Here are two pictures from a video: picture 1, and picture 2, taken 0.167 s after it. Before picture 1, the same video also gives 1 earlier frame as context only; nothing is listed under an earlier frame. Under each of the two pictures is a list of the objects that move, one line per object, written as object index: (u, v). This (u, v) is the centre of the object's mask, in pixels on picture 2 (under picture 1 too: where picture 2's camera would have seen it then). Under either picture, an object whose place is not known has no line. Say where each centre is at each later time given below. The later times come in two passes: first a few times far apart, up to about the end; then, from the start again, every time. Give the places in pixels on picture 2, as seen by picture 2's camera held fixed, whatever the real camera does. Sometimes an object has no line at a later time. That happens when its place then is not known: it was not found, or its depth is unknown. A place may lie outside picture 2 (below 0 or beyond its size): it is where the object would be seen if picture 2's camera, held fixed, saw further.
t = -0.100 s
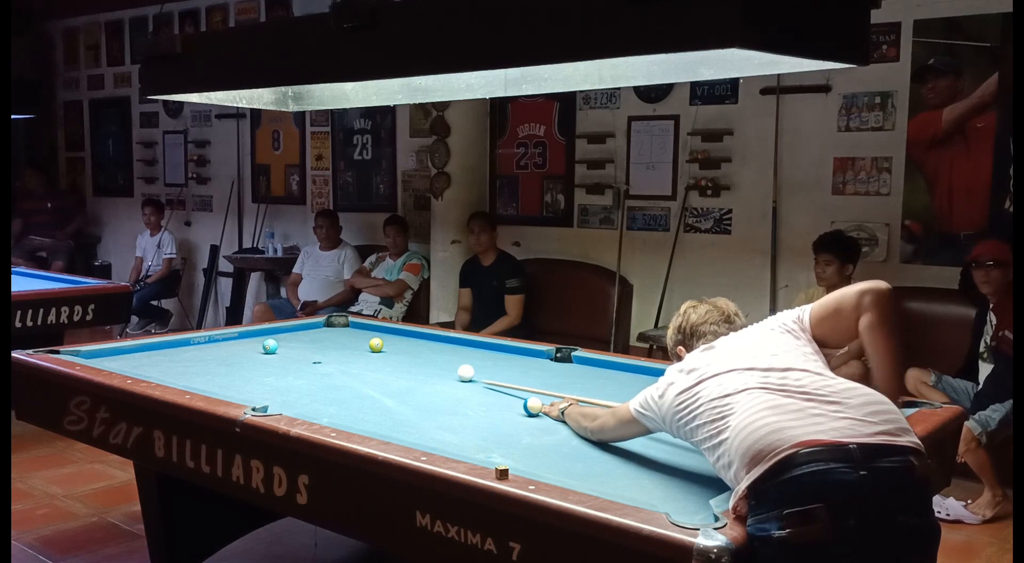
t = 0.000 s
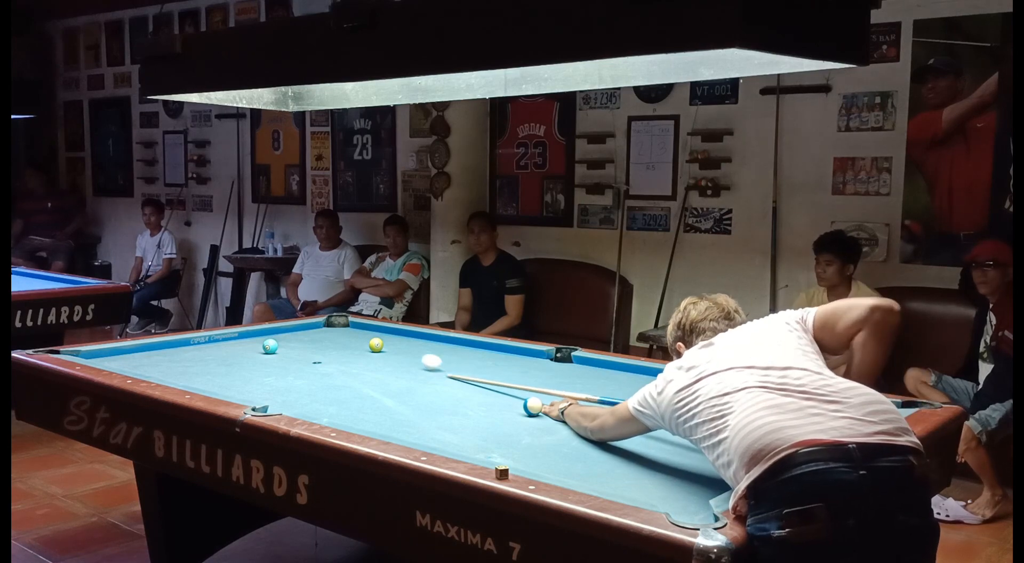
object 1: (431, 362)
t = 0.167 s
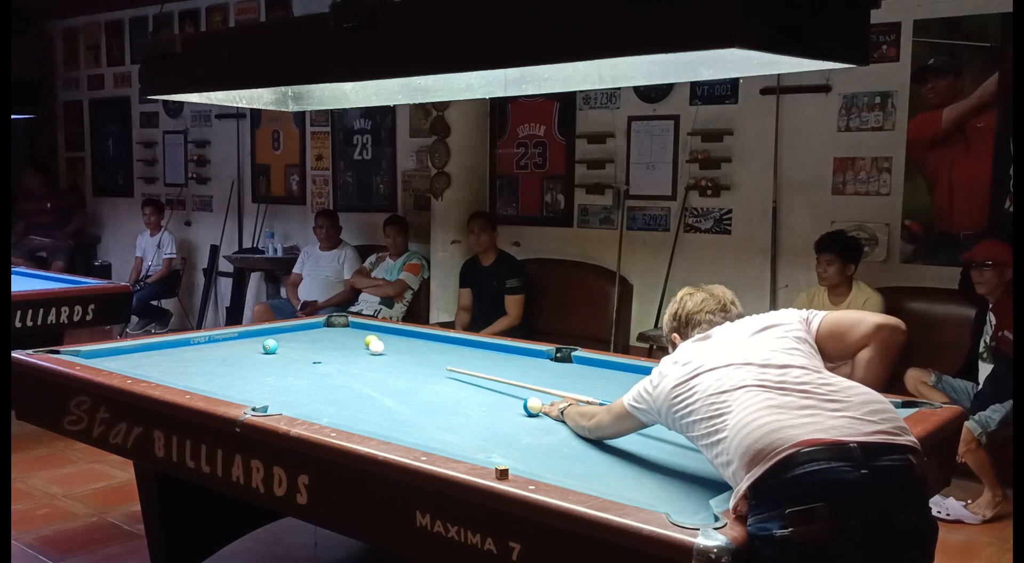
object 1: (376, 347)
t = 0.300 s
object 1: (365, 349)
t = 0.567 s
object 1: (345, 351)
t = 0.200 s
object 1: (373, 348)
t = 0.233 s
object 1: (370, 348)
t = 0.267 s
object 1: (367, 348)
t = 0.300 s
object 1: (365, 349)
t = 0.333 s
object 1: (362, 349)
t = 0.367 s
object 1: (360, 349)
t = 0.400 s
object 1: (357, 350)
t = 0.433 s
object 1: (355, 350)
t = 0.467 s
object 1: (352, 350)
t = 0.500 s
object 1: (350, 351)
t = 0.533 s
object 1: (347, 351)
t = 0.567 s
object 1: (345, 351)
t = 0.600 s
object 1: (342, 351)
